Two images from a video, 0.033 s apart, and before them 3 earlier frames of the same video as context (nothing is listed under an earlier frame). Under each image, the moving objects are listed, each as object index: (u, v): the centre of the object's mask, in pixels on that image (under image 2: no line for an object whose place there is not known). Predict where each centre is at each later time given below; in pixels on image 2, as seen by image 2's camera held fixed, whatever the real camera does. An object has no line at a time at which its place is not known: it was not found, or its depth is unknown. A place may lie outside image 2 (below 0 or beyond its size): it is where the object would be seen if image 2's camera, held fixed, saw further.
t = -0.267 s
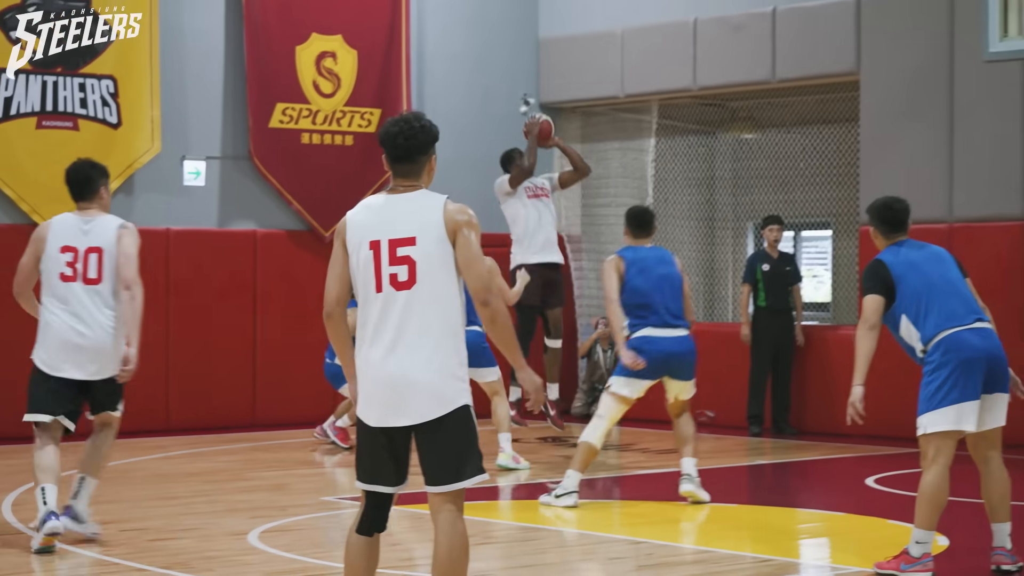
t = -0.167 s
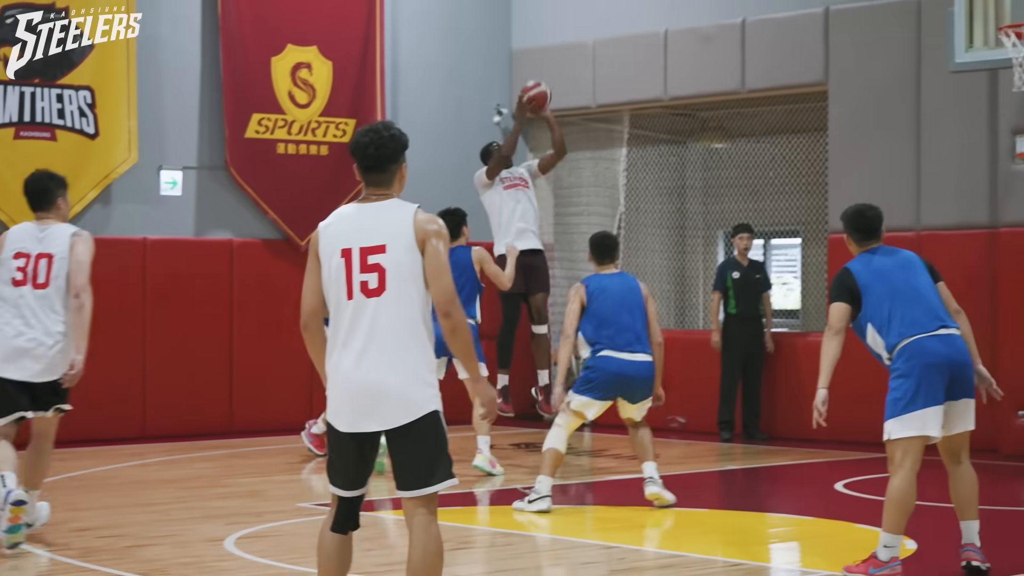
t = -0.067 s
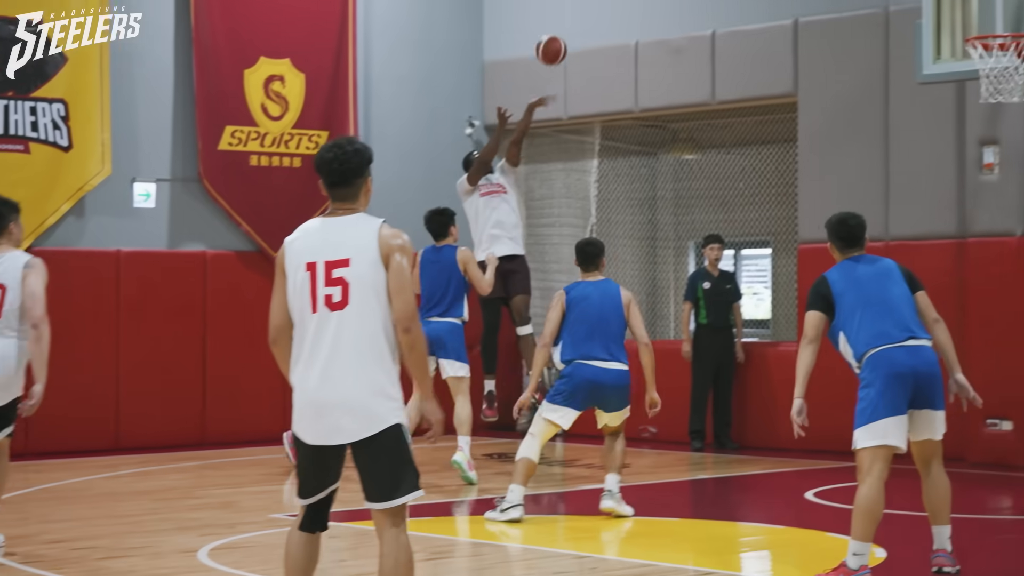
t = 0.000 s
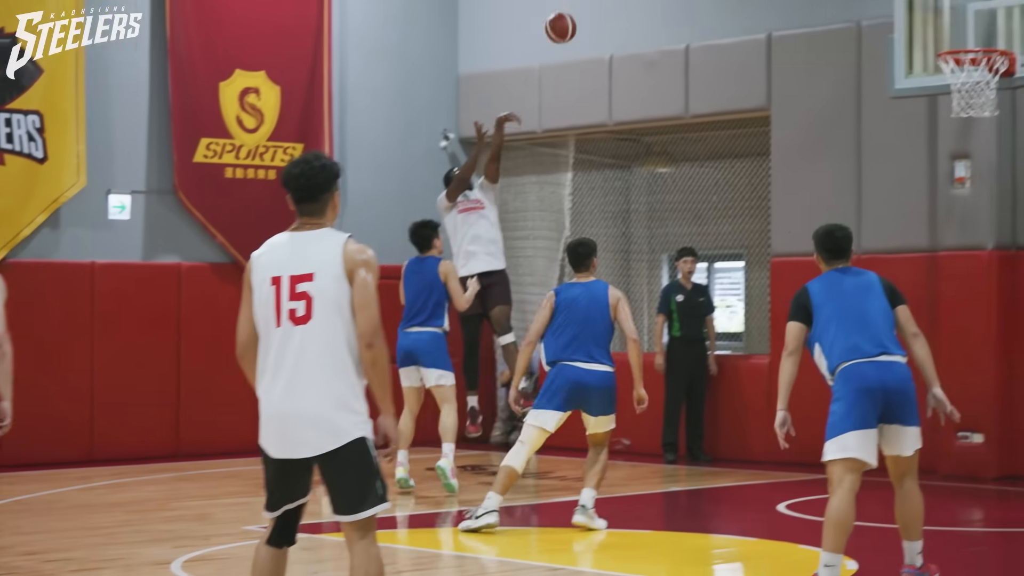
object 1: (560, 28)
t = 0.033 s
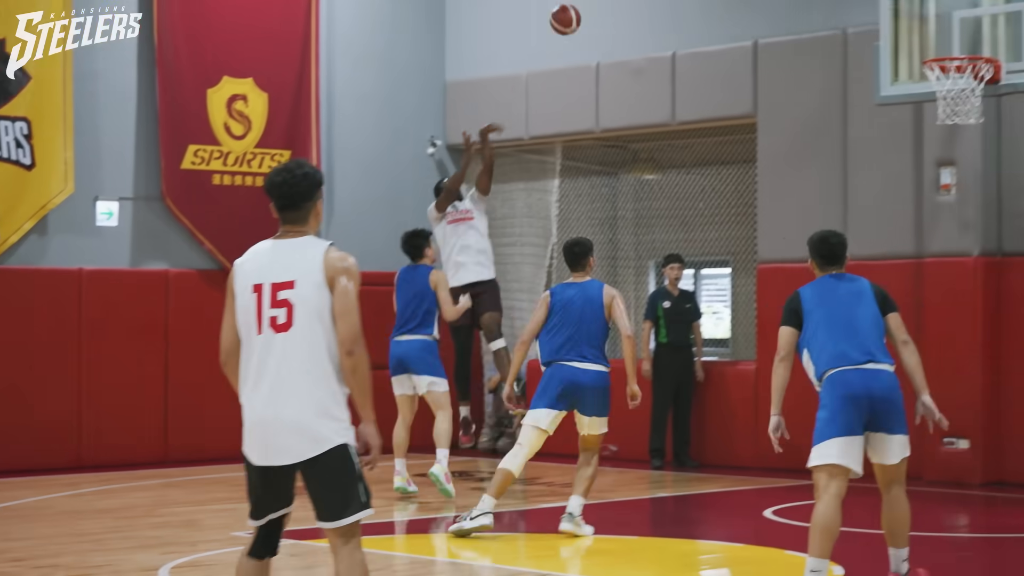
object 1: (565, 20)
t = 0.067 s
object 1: (583, 6)
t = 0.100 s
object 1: (601, -6)
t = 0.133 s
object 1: (619, -16)
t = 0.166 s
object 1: (637, -27)
